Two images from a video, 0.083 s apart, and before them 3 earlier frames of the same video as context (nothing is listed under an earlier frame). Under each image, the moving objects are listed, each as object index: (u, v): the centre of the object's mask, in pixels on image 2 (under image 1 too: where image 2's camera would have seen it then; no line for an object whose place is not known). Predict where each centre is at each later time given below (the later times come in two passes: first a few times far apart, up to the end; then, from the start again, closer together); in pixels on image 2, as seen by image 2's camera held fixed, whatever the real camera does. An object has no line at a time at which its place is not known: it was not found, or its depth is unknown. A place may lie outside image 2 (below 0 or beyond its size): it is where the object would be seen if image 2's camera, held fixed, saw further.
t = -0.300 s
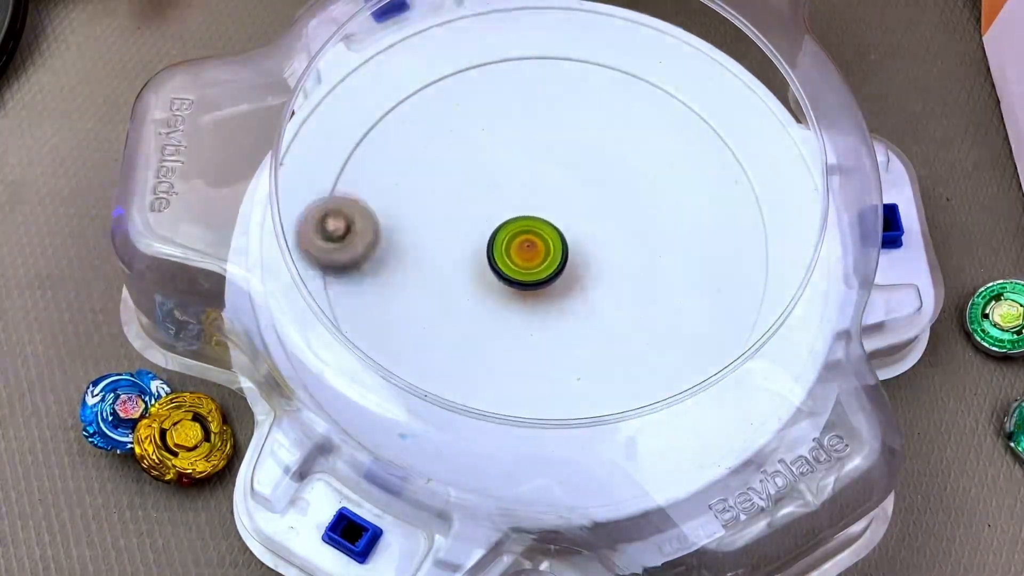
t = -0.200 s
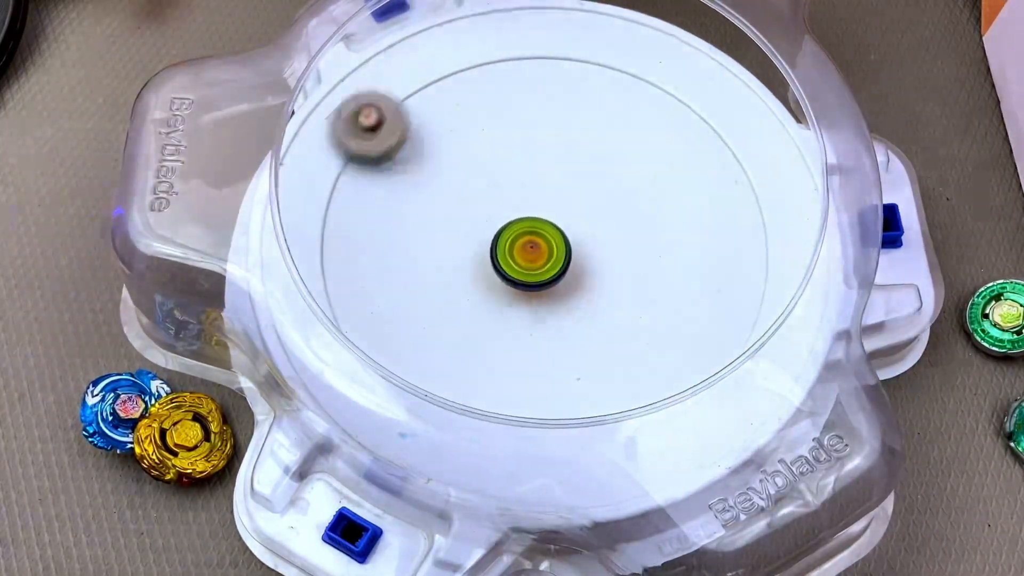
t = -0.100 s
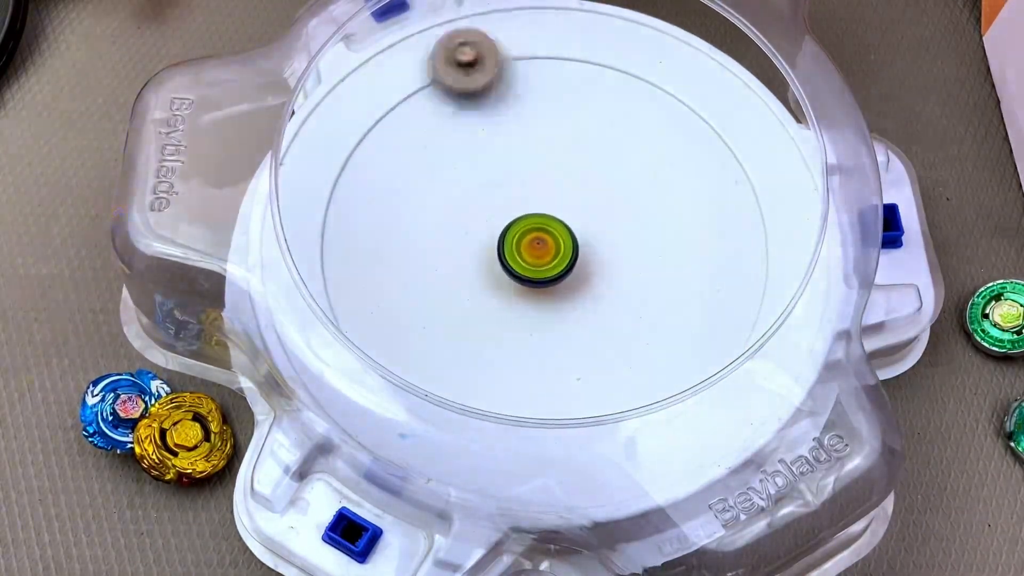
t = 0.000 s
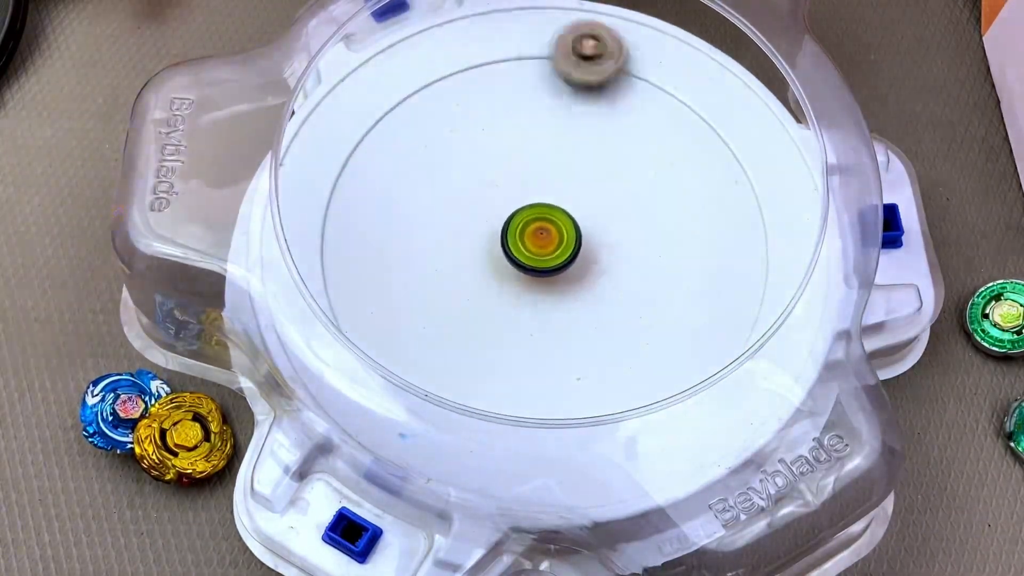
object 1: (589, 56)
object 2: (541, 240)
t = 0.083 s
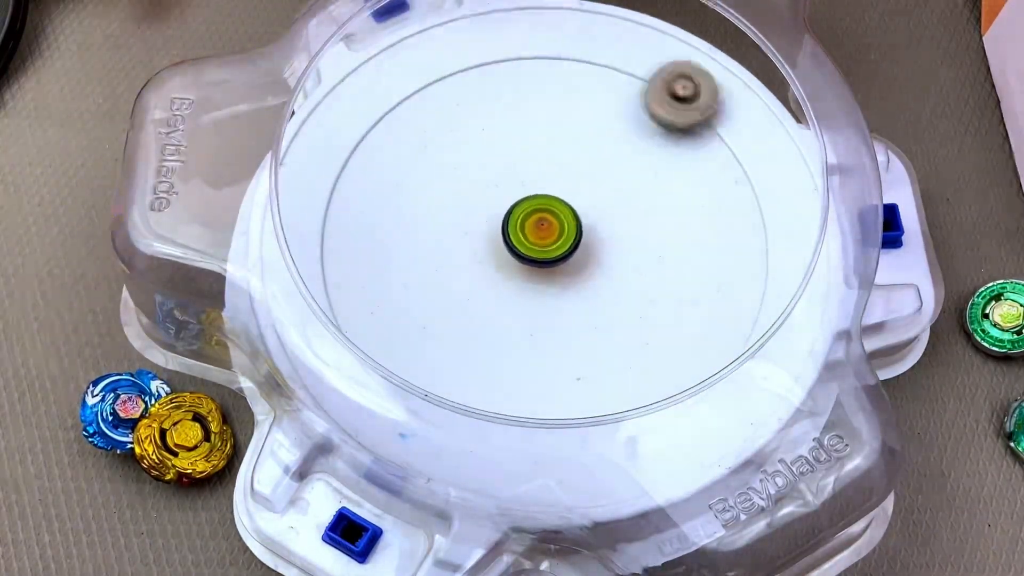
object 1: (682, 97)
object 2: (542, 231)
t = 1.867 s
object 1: (407, 120)
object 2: (588, 237)
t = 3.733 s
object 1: (422, 324)
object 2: (512, 231)
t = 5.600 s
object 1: (565, 379)
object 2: (572, 204)
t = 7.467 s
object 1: (713, 290)
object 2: (549, 235)
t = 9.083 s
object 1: (467, 123)
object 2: (557, 223)
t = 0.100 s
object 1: (697, 109)
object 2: (542, 229)
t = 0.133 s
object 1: (720, 138)
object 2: (541, 225)
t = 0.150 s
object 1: (730, 153)
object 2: (541, 223)
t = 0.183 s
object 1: (743, 187)
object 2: (539, 220)
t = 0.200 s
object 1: (746, 203)
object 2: (538, 218)
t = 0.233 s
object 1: (746, 240)
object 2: (536, 216)
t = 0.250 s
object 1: (744, 258)
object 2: (535, 215)
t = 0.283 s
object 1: (733, 295)
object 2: (533, 213)
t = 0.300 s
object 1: (724, 311)
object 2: (532, 212)
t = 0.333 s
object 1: (699, 343)
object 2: (530, 211)
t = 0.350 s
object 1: (683, 355)
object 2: (529, 210)
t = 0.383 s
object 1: (650, 383)
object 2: (526, 209)
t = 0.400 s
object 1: (631, 395)
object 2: (525, 209)
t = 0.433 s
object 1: (590, 410)
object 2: (523, 208)
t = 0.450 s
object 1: (565, 414)
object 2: (522, 208)
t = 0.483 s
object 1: (520, 414)
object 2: (521, 209)
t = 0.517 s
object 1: (476, 406)
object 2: (520, 210)
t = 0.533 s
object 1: (454, 398)
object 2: (519, 211)
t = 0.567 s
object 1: (421, 376)
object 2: (518, 213)
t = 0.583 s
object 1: (405, 362)
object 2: (519, 213)
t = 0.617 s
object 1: (376, 333)
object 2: (519, 215)
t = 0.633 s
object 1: (364, 317)
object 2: (520, 217)
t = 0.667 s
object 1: (344, 286)
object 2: (522, 218)
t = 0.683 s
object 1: (336, 268)
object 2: (523, 219)
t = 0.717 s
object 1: (329, 234)
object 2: (527, 220)
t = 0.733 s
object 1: (330, 214)
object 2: (529, 221)
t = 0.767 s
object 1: (337, 178)
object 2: (533, 222)
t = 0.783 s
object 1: (345, 161)
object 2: (535, 222)
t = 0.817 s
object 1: (367, 130)
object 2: (540, 222)
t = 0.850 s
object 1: (395, 102)
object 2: (545, 222)
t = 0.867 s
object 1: (410, 91)
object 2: (547, 222)
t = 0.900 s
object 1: (445, 70)
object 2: (553, 221)
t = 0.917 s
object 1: (464, 64)
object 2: (555, 220)
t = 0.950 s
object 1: (502, 54)
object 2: (560, 218)
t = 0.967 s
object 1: (522, 52)
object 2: (563, 217)
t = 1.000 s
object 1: (560, 53)
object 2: (567, 215)
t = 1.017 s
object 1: (579, 56)
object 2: (569, 214)
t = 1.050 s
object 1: (616, 66)
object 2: (572, 211)
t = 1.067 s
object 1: (632, 74)
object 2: (573, 210)
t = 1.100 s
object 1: (665, 94)
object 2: (576, 206)
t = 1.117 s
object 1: (679, 106)
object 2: (577, 205)
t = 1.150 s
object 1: (702, 133)
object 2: (579, 201)
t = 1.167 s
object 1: (711, 147)
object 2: (579, 199)
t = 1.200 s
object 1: (727, 181)
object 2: (578, 195)
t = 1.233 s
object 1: (734, 217)
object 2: (577, 193)
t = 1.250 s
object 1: (735, 235)
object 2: (576, 192)
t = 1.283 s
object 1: (731, 273)
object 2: (574, 190)
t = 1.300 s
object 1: (726, 292)
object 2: (573, 189)
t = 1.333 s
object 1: (710, 326)
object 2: (570, 189)
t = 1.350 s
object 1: (699, 341)
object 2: (569, 189)
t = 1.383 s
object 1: (670, 368)
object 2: (566, 189)
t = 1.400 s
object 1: (655, 379)
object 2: (564, 190)
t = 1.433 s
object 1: (621, 405)
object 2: (561, 192)
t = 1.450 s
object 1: (600, 413)
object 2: (559, 193)
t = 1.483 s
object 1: (559, 420)
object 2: (556, 196)
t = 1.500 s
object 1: (536, 419)
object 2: (555, 198)
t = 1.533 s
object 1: (492, 413)
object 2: (554, 203)
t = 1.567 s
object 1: (453, 400)
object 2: (553, 208)
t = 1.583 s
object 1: (436, 390)
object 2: (554, 210)
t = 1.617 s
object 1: (402, 366)
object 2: (555, 215)
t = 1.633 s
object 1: (389, 353)
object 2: (557, 218)
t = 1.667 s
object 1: (371, 320)
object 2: (560, 222)
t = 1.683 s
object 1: (361, 304)
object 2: (562, 225)
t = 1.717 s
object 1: (349, 270)
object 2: (566, 229)
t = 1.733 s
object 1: (348, 251)
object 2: (569, 230)
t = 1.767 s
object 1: (352, 214)
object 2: (574, 233)
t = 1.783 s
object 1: (358, 195)
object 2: (576, 235)
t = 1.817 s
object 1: (372, 163)
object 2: (581, 236)
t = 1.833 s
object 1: (383, 147)
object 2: (584, 237)
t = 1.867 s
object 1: (407, 120)
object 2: (588, 237)
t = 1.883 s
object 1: (421, 108)
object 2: (590, 236)
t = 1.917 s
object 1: (454, 90)
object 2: (594, 235)
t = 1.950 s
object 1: (488, 77)
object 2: (597, 234)
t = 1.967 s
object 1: (506, 73)
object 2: (598, 233)
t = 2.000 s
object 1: (541, 69)
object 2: (600, 230)
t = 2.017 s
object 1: (558, 70)
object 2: (601, 229)
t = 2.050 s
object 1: (595, 76)
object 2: (601, 225)
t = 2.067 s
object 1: (612, 81)
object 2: (602, 223)
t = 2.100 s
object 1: (645, 94)
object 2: (601, 220)
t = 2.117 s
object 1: (661, 103)
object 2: (599, 218)
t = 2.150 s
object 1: (691, 123)
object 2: (596, 215)
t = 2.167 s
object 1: (703, 136)
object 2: (595, 214)
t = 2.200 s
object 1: (726, 164)
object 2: (591, 212)
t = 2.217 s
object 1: (735, 179)
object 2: (589, 211)
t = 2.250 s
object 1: (748, 210)
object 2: (583, 210)
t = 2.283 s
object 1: (754, 244)
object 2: (578, 210)
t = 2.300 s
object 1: (754, 261)
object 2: (575, 211)
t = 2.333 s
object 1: (749, 294)
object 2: (569, 213)
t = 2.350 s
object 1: (742, 309)
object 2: (566, 215)
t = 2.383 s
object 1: (723, 337)
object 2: (562, 218)
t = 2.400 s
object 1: (711, 349)
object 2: (559, 220)
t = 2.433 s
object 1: (693, 389)
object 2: (556, 225)
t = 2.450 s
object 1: (676, 400)
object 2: (554, 227)
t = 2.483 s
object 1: (640, 418)
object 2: (552, 232)
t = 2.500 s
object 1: (619, 424)
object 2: (551, 234)
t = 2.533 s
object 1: (578, 430)
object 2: (549, 238)
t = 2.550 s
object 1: (556, 429)
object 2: (549, 240)
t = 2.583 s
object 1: (515, 422)
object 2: (548, 245)
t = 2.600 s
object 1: (493, 414)
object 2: (548, 247)
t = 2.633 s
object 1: (455, 395)
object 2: (547, 252)
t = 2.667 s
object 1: (423, 368)
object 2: (548, 256)
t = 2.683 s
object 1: (410, 353)
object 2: (548, 258)
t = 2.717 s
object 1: (389, 323)
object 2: (550, 262)
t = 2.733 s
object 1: (382, 305)
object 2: (551, 263)
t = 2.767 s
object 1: (374, 272)
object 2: (553, 266)
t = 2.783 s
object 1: (374, 254)
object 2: (555, 267)
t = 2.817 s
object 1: (376, 219)
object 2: (558, 269)
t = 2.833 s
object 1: (380, 201)
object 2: (559, 270)
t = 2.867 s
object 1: (395, 170)
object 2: (563, 271)
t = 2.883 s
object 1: (404, 155)
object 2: (565, 271)
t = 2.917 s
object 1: (426, 131)
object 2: (569, 270)
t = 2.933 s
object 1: (439, 120)
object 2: (571, 270)
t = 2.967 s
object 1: (469, 102)
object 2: (575, 268)
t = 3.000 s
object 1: (501, 88)
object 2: (578, 265)
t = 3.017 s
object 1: (517, 82)
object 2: (579, 264)
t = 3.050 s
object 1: (552, 77)
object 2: (580, 259)
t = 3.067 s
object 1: (570, 76)
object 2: (581, 257)
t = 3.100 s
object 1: (605, 79)
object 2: (580, 252)
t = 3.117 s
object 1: (622, 82)
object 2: (580, 250)
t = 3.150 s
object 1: (656, 93)
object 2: (578, 244)
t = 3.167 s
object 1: (671, 100)
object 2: (577, 242)
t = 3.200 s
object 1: (699, 118)
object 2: (574, 236)
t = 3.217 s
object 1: (713, 129)
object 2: (573, 234)
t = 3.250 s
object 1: (734, 154)
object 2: (568, 229)
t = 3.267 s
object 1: (742, 167)
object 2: (566, 227)
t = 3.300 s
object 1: (755, 196)
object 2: (561, 224)
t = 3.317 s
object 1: (759, 210)
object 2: (558, 223)
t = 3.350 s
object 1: (761, 243)
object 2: (554, 221)
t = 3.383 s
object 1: (756, 277)
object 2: (548, 219)
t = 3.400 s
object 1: (749, 292)
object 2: (546, 219)
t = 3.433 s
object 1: (731, 321)
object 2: (541, 218)
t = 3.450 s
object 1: (719, 334)
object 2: (538, 218)
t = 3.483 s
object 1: (692, 357)
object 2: (533, 217)
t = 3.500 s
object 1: (675, 367)
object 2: (531, 218)
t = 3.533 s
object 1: (640, 382)
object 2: (526, 218)
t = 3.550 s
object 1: (620, 387)
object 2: (523, 219)
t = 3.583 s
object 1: (583, 391)
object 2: (519, 220)
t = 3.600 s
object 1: (561, 392)
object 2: (517, 221)
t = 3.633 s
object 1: (521, 387)
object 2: (514, 223)
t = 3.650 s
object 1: (500, 381)
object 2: (513, 224)
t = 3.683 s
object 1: (467, 365)
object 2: (512, 227)
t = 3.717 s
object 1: (435, 339)
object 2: (511, 230)
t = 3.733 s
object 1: (422, 324)
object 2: (512, 231)
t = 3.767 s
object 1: (404, 295)
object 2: (512, 233)
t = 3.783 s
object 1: (398, 279)
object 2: (513, 234)
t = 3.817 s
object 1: (391, 248)
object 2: (515, 237)
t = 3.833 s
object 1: (391, 232)
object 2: (516, 238)
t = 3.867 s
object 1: (395, 201)
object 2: (518, 240)
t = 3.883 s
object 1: (400, 186)
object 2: (520, 241)
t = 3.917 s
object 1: (412, 159)
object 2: (523, 242)
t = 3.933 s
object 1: (422, 146)
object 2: (525, 242)
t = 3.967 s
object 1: (442, 123)
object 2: (530, 242)
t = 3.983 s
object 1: (455, 113)
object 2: (532, 242)
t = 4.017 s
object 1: (482, 97)
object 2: (536, 241)
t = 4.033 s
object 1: (497, 89)
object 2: (539, 240)
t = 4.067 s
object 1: (527, 79)
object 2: (543, 238)
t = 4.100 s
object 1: (559, 75)
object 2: (548, 235)
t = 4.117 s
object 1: (575, 74)
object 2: (550, 234)
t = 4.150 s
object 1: (608, 79)
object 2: (554, 230)
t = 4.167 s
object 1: (623, 83)
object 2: (556, 229)
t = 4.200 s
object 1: (655, 95)
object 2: (560, 224)
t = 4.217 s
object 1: (669, 103)
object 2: (562, 222)
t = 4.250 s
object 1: (695, 124)
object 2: (564, 218)
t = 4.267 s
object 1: (706, 134)
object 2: (564, 216)
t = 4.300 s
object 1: (724, 160)
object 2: (565, 211)
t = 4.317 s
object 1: (730, 173)
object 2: (565, 209)
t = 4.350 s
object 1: (736, 203)
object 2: (565, 205)
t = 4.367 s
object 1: (736, 218)
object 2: (565, 203)
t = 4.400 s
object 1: (732, 250)
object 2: (564, 200)
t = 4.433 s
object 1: (720, 281)
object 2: (562, 197)
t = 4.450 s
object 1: (710, 297)
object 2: (561, 195)
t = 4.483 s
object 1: (689, 324)
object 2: (558, 193)
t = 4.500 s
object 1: (674, 337)
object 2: (557, 192)
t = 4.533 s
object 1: (643, 357)
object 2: (554, 191)
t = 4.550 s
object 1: (624, 365)
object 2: (552, 190)
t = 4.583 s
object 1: (586, 373)
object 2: (548, 190)
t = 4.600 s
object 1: (565, 375)
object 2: (547, 190)
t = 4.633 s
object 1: (528, 372)
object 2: (543, 192)
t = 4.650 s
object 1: (508, 368)
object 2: (542, 193)
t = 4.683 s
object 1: (475, 355)
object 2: (540, 195)
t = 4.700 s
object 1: (459, 345)
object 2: (539, 197)
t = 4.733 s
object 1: (433, 322)
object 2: (538, 201)
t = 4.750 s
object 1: (422, 309)
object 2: (538, 203)
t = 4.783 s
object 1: (405, 283)
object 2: (538, 207)
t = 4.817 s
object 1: (394, 253)
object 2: (539, 210)
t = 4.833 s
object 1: (390, 237)
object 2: (540, 212)
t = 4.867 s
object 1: (389, 205)
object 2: (543, 216)
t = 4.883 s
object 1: (391, 190)
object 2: (545, 218)
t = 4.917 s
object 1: (400, 162)
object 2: (549, 222)
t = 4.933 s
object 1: (406, 148)
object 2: (551, 224)
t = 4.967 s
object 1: (423, 123)
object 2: (556, 226)
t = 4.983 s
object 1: (433, 112)
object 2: (559, 228)
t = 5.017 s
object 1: (456, 93)
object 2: (564, 230)
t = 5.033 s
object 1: (470, 85)
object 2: (567, 230)
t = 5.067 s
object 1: (498, 74)
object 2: (572, 231)
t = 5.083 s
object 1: (513, 71)
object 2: (575, 231)
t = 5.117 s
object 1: (544, 68)
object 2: (580, 231)
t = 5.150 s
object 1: (577, 70)
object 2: (584, 230)
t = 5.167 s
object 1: (593, 74)
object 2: (586, 229)
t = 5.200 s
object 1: (626, 87)
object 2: (590, 227)
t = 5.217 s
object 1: (638, 94)
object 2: (592, 226)
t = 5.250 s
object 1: (667, 115)
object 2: (595, 222)
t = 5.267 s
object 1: (677, 126)
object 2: (595, 221)
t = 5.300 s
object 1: (698, 154)
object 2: (597, 217)
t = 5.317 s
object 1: (704, 168)
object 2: (597, 215)
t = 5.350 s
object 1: (714, 201)
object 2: (596, 212)
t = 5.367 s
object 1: (716, 216)
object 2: (595, 210)
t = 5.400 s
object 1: (713, 251)
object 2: (594, 207)
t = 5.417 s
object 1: (709, 265)
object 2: (593, 206)
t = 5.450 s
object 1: (694, 298)
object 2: (590, 204)
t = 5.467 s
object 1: (685, 311)
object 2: (589, 203)
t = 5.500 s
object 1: (661, 338)
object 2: (586, 202)
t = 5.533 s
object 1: (632, 358)
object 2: (582, 202)
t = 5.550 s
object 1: (616, 367)
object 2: (580, 202)
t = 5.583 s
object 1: (584, 376)
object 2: (575, 203)
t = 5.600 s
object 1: (565, 379)
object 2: (572, 204)
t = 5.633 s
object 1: (530, 378)
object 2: (568, 206)
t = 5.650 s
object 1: (510, 376)
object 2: (566, 208)
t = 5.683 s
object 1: (477, 367)
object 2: (562, 211)
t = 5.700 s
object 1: (458, 360)
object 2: (560, 213)
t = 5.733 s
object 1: (427, 341)
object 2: (556, 218)
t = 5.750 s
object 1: (413, 330)
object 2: (555, 220)
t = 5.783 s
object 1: (392, 304)
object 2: (553, 225)
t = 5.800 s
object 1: (384, 290)
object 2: (553, 227)
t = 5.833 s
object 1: (373, 262)
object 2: (552, 232)
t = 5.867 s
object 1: (370, 232)
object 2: (553, 237)
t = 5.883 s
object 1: (370, 216)
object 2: (553, 240)
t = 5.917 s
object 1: (376, 186)
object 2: (554, 244)
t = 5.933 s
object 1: (383, 172)
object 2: (555, 246)
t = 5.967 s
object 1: (398, 147)
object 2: (556, 250)
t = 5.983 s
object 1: (409, 137)
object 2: (557, 252)
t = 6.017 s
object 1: (431, 115)
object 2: (559, 255)
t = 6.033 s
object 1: (446, 107)
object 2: (561, 256)
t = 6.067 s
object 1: (475, 95)
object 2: (563, 259)
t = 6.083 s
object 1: (491, 92)
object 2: (565, 260)
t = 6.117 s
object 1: (523, 88)
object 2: (568, 262)
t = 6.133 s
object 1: (540, 88)
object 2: (569, 263)
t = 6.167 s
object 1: (573, 94)
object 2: (572, 264)
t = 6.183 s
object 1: (588, 98)
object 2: (574, 264)
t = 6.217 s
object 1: (617, 110)
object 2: (576, 263)
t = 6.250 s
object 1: (645, 128)
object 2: (579, 262)
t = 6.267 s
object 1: (657, 139)
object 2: (580, 261)
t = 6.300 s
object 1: (679, 164)
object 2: (582, 259)
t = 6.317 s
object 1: (687, 176)
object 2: (582, 258)
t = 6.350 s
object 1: (699, 205)
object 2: (583, 255)
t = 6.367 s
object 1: (702, 220)
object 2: (583, 253)
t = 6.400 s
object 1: (703, 252)
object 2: (583, 250)
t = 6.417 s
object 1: (701, 266)
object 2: (583, 248)
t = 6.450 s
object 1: (693, 298)
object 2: (582, 244)
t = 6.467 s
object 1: (686, 311)
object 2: (581, 242)
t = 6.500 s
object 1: (666, 338)
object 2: (578, 238)
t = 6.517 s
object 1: (655, 350)
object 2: (577, 236)
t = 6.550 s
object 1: (627, 371)
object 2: (573, 232)
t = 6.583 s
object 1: (595, 382)
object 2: (569, 229)
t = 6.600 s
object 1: (577, 387)
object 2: (567, 228)
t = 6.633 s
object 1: (542, 389)
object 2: (562, 226)
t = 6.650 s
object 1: (523, 387)
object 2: (560, 226)
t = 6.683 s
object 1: (489, 381)
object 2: (555, 224)
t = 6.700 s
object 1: (470, 374)
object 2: (553, 224)
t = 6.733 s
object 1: (441, 359)
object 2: (549, 223)
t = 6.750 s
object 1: (426, 348)
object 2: (547, 223)
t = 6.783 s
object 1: (405, 325)
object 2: (542, 224)
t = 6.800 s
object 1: (396, 310)
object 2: (540, 224)
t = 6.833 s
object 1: (386, 283)
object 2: (536, 224)
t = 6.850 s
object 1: (382, 268)
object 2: (534, 225)
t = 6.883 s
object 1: (382, 237)
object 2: (530, 226)
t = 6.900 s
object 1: (385, 222)
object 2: (529, 226)
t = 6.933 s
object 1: (395, 195)
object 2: (526, 228)
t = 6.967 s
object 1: (411, 170)
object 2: (524, 230)
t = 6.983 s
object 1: (421, 158)
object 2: (523, 230)
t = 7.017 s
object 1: (443, 139)
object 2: (522, 232)
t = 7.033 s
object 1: (458, 130)
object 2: (521, 233)
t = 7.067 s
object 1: (483, 118)
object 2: (521, 235)
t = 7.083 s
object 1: (498, 114)
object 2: (521, 236)
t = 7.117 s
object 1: (528, 109)
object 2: (522, 238)
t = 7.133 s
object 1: (544, 108)
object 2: (522, 238)
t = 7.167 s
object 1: (576, 110)
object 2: (523, 240)
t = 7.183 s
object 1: (592, 113)
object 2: (524, 240)
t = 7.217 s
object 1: (622, 121)
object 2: (526, 241)
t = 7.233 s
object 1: (636, 127)
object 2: (527, 241)
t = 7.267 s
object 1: (662, 142)
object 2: (529, 242)
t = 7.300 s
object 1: (684, 163)
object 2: (532, 242)
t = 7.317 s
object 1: (692, 172)
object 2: (533, 242)
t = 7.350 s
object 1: (708, 198)
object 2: (536, 242)
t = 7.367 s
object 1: (712, 209)
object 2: (538, 241)
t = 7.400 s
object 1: (718, 236)
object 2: (542, 240)
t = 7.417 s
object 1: (719, 250)
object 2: (543, 239)
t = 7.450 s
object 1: (717, 277)
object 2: (547, 237)
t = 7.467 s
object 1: (713, 290)
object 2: (549, 235)
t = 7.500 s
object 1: (700, 318)
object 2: (552, 232)
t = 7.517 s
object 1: (693, 330)
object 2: (553, 231)
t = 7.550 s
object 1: (672, 354)
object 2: (556, 227)
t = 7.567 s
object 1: (658, 363)
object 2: (557, 225)
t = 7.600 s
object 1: (627, 378)
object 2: (559, 222)
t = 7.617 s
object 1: (612, 383)
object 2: (560, 220)
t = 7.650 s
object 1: (578, 391)
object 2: (561, 216)
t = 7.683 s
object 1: (542, 391)
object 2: (561, 212)
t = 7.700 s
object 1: (522, 385)
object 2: (561, 210)
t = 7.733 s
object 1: (489, 374)
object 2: (560, 206)
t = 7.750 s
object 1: (473, 364)
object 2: (560, 205)
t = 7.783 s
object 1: (448, 343)
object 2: (558, 202)
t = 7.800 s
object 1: (435, 331)
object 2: (557, 201)
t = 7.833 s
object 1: (418, 304)
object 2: (555, 198)
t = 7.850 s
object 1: (413, 288)
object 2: (554, 197)
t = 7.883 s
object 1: (406, 260)
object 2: (551, 196)
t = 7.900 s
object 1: (406, 245)
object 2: (549, 196)
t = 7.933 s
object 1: (410, 217)
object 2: (547, 196)
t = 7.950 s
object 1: (414, 204)
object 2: (545, 196)
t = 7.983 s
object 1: (426, 178)
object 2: (543, 197)
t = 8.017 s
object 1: (442, 155)
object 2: (541, 199)
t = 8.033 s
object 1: (453, 145)
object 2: (541, 200)
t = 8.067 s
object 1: (475, 128)
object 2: (540, 202)
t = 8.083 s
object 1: (488, 121)
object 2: (539, 204)
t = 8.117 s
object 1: (516, 108)
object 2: (540, 206)
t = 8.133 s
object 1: (531, 104)
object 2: (540, 208)
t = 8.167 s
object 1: (562, 99)
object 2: (541, 211)
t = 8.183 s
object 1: (578, 99)
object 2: (542, 212)
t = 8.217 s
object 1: (606, 101)
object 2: (544, 215)
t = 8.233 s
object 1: (622, 105)
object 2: (545, 217)
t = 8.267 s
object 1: (649, 115)
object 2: (548, 220)
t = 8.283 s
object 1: (663, 122)
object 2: (550, 221)
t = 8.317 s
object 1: (686, 140)
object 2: (553, 224)
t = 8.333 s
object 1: (696, 152)
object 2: (556, 225)
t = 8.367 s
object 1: (712, 173)
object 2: (560, 226)
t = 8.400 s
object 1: (723, 200)
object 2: (565, 228)
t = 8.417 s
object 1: (726, 213)
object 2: (567, 228)
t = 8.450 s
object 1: (727, 239)
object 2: (572, 228)
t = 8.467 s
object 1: (725, 253)
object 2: (574, 228)
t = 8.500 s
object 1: (715, 280)
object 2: (579, 227)
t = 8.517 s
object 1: (708, 293)
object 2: (581, 226)
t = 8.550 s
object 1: (689, 318)
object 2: (584, 224)
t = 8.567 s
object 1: (679, 329)
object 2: (586, 223)
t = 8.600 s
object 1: (652, 349)
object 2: (588, 221)
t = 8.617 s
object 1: (636, 355)
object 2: (588, 220)
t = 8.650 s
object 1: (602, 366)
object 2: (589, 217)
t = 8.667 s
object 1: (586, 368)
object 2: (590, 216)
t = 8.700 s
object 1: (549, 369)
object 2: (589, 213)
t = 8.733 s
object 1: (516, 361)
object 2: (588, 210)
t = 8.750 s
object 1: (499, 356)
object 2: (588, 209)
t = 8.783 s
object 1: (470, 340)
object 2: (586, 207)
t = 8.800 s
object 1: (457, 329)
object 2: (584, 206)
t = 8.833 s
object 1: (437, 308)
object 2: (582, 205)
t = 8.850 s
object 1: (427, 294)
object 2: (580, 204)
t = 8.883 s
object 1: (416, 267)
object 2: (576, 205)
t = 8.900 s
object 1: (413, 253)
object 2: (574, 205)
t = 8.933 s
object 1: (411, 226)
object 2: (570, 206)
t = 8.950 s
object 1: (412, 211)
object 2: (568, 208)
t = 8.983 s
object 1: (418, 187)
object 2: (564, 210)
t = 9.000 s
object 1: (423, 173)
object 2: (562, 212)
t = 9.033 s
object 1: (437, 151)
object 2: (559, 216)
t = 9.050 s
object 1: (447, 140)
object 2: (558, 219)
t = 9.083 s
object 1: (467, 123)
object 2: (557, 223)
